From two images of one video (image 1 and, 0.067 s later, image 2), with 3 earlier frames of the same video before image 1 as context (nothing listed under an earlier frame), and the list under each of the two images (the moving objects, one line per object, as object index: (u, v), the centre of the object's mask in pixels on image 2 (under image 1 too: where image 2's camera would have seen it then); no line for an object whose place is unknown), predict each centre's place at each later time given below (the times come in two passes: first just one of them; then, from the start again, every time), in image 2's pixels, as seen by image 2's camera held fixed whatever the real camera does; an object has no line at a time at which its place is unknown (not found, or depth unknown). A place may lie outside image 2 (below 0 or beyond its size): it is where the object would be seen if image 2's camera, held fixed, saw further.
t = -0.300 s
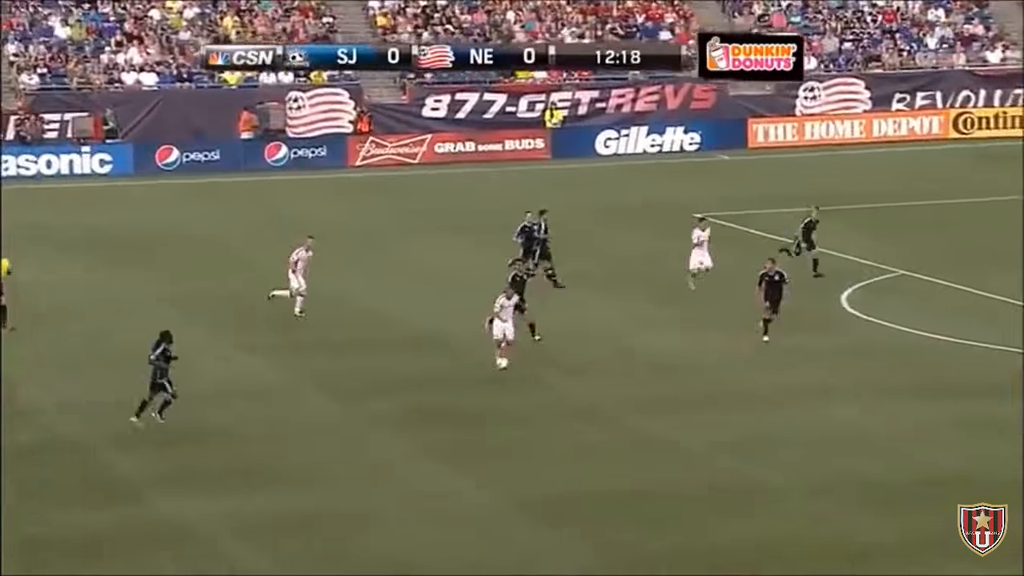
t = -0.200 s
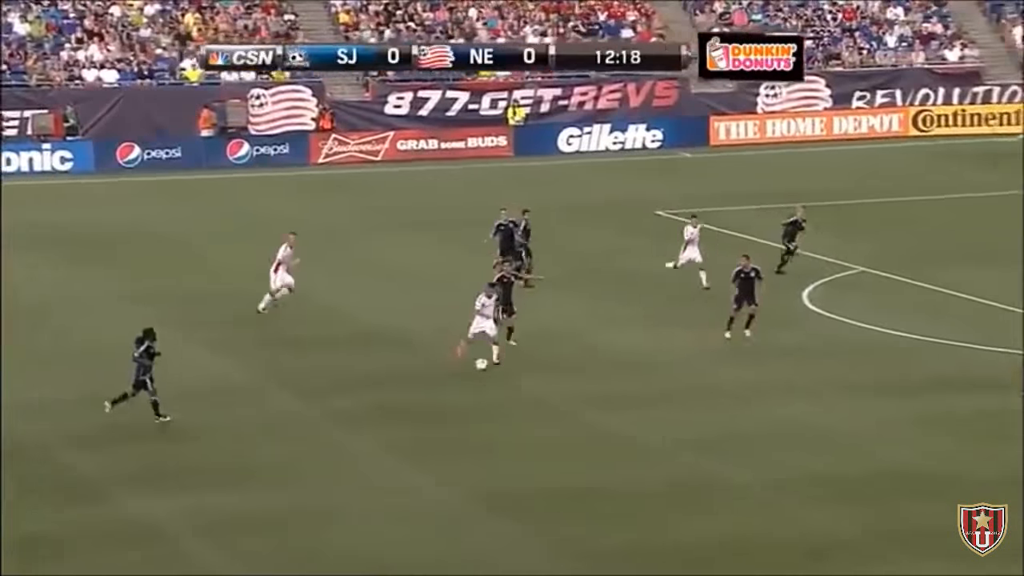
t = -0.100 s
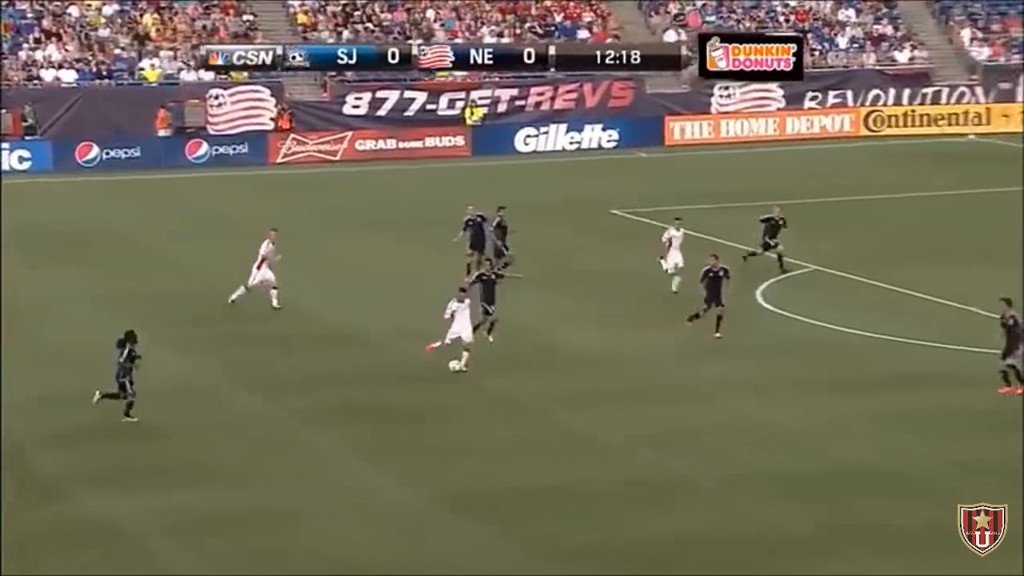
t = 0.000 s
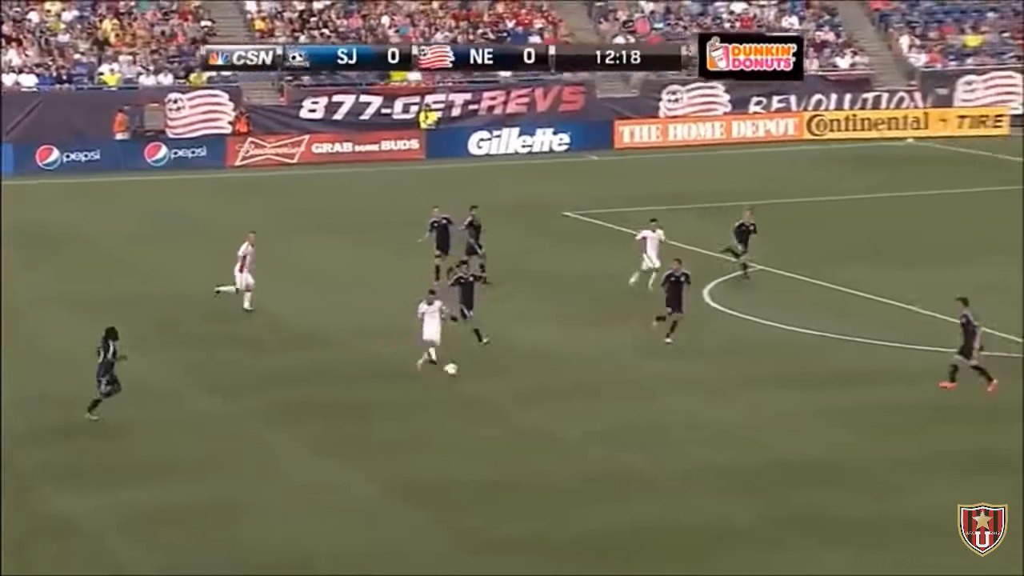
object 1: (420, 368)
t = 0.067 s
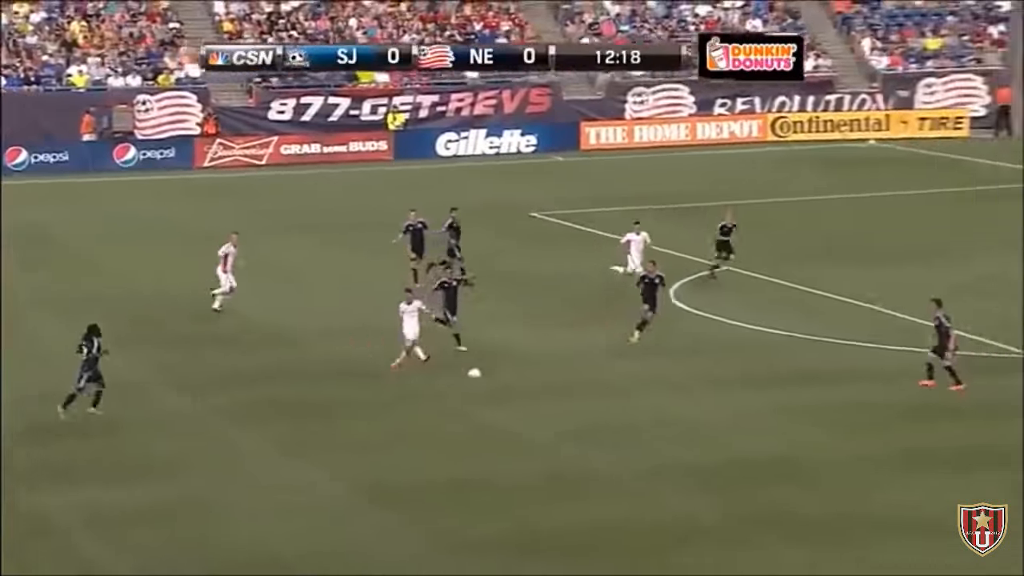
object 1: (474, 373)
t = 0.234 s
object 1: (608, 397)
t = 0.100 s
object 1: (501, 377)
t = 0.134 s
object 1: (528, 383)
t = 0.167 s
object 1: (556, 390)
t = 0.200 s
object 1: (583, 395)
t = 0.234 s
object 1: (608, 397)
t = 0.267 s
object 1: (633, 397)
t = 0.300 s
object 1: (659, 400)
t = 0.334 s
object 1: (685, 403)
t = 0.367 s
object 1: (712, 408)
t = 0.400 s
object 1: (738, 414)
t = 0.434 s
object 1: (766, 422)
